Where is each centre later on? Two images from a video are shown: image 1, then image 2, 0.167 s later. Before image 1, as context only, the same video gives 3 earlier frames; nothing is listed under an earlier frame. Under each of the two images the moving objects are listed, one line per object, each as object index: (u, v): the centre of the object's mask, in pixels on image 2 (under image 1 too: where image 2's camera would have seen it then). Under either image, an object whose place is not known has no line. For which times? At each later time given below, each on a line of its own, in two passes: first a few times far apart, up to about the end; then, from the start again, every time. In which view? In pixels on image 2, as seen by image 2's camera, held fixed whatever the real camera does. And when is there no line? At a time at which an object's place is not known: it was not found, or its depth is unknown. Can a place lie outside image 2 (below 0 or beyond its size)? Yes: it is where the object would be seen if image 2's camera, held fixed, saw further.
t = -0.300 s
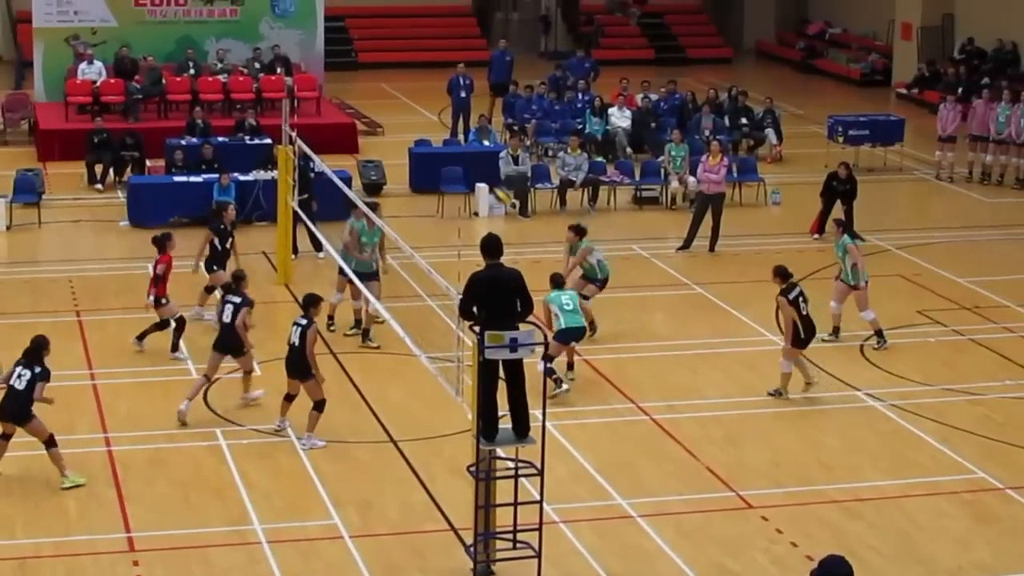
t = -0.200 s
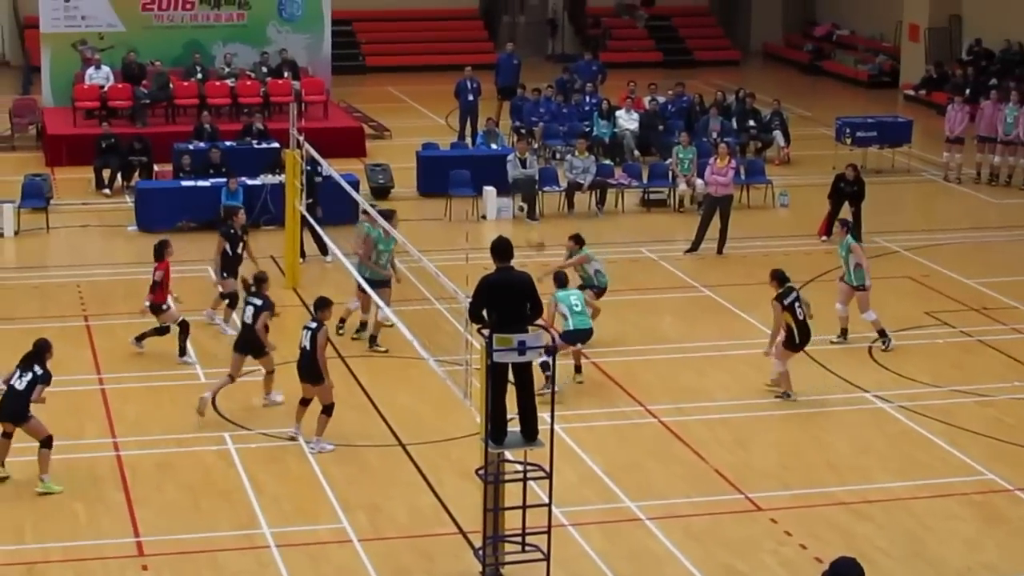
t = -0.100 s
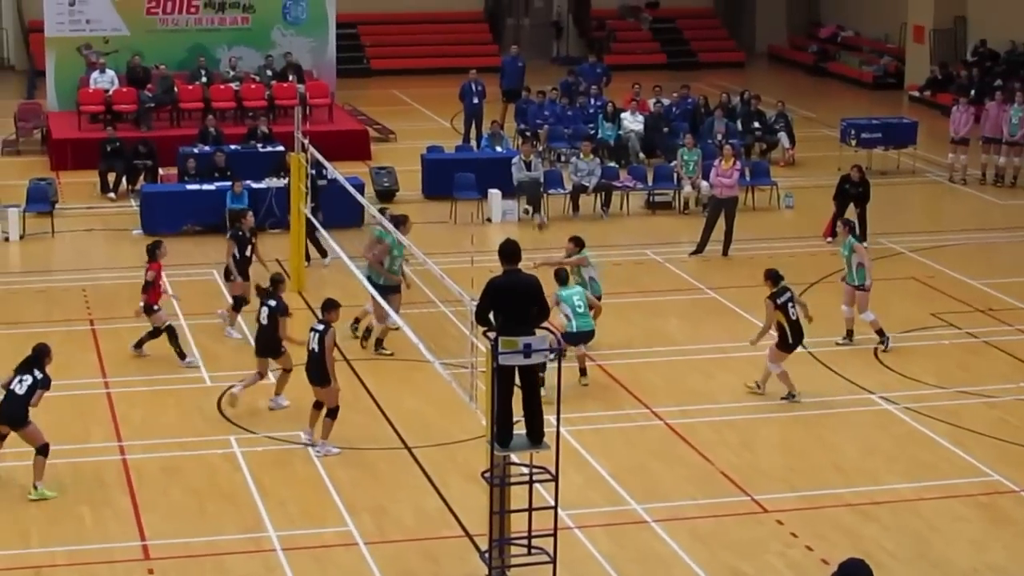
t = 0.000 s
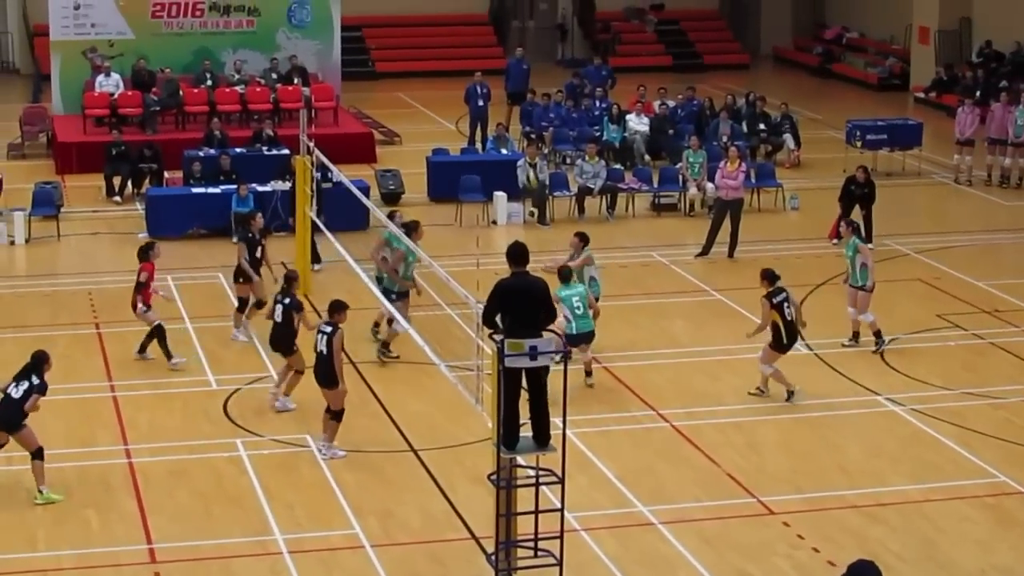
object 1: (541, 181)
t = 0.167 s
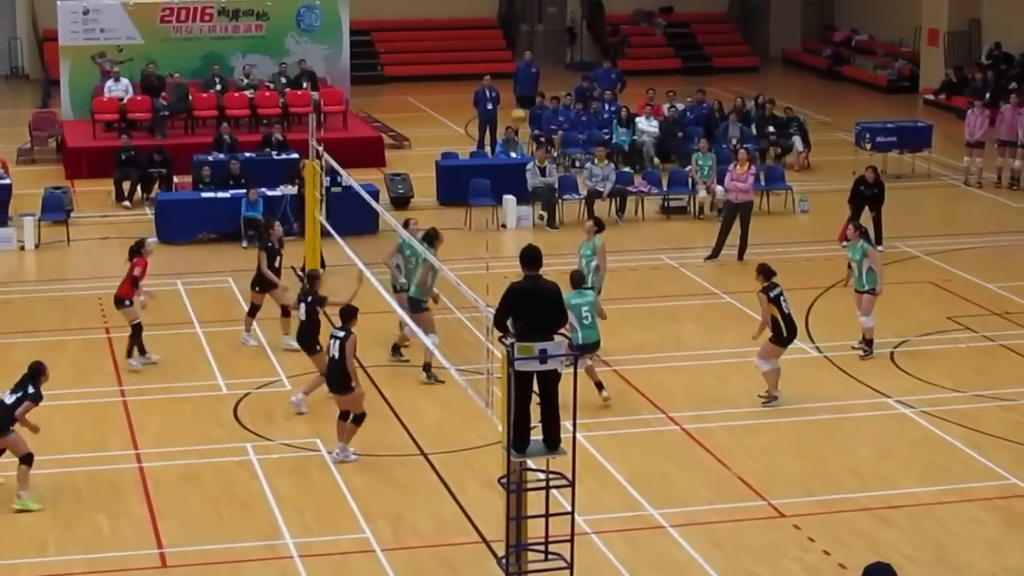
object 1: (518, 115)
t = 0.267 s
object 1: (504, 88)
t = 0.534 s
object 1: (470, 52)
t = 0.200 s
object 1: (514, 107)
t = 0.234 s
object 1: (509, 96)
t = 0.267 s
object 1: (504, 88)
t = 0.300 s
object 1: (501, 80)
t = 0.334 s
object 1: (496, 75)
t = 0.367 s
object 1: (492, 69)
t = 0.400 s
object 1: (487, 64)
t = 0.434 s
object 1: (483, 59)
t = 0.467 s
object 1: (478, 56)
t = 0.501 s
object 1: (474, 54)
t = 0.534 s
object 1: (470, 52)
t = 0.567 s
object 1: (465, 51)
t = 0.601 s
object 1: (462, 51)
